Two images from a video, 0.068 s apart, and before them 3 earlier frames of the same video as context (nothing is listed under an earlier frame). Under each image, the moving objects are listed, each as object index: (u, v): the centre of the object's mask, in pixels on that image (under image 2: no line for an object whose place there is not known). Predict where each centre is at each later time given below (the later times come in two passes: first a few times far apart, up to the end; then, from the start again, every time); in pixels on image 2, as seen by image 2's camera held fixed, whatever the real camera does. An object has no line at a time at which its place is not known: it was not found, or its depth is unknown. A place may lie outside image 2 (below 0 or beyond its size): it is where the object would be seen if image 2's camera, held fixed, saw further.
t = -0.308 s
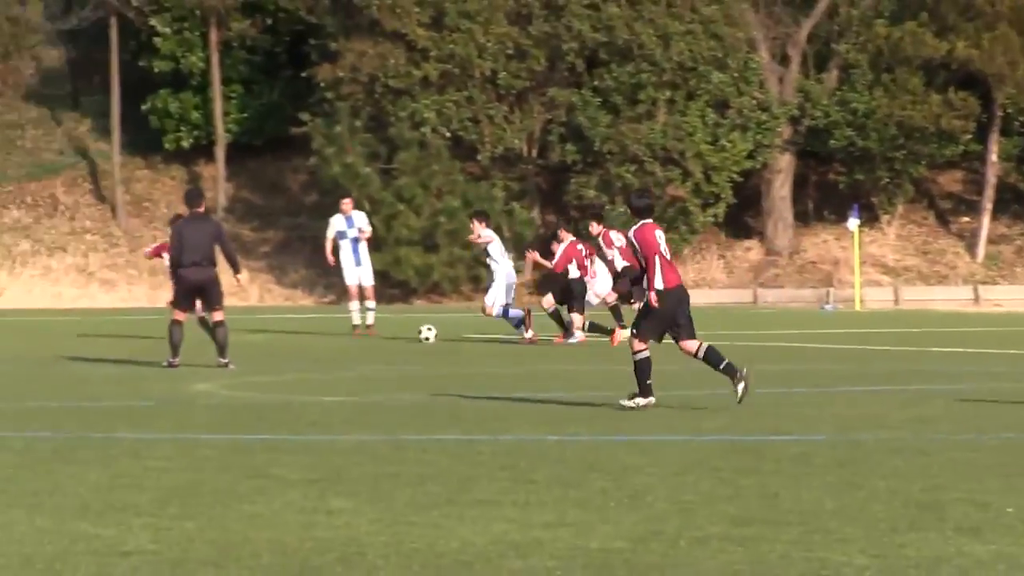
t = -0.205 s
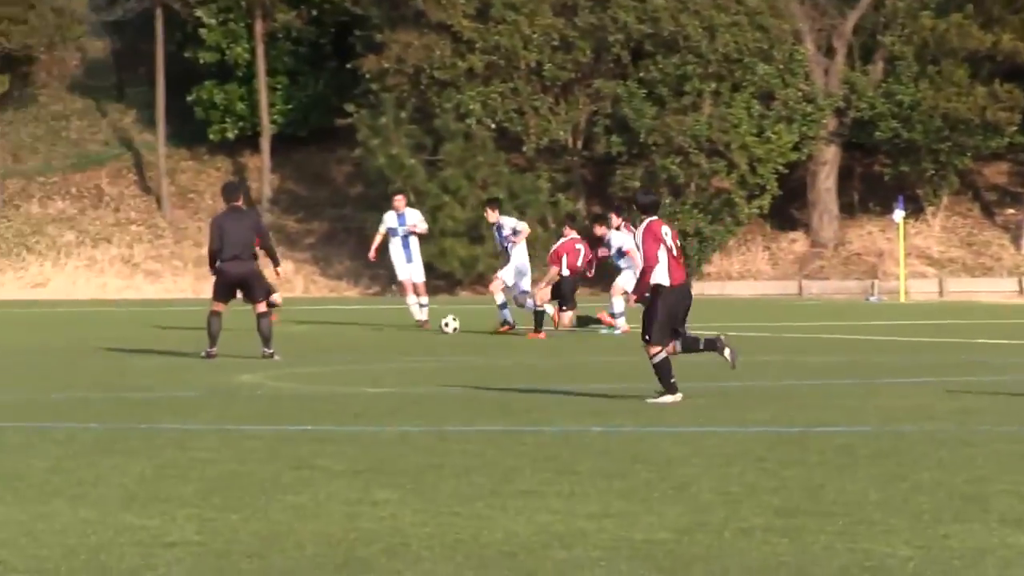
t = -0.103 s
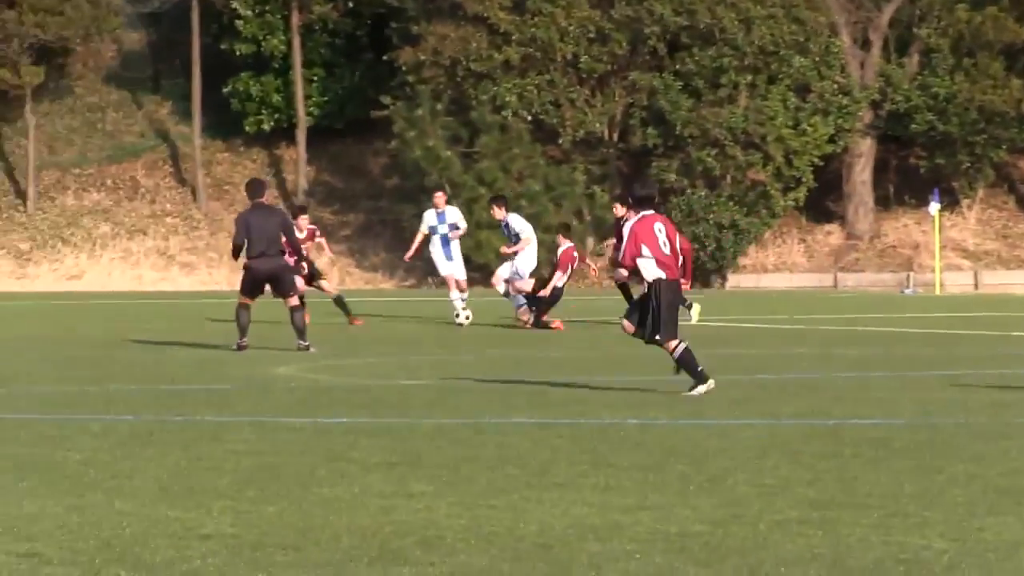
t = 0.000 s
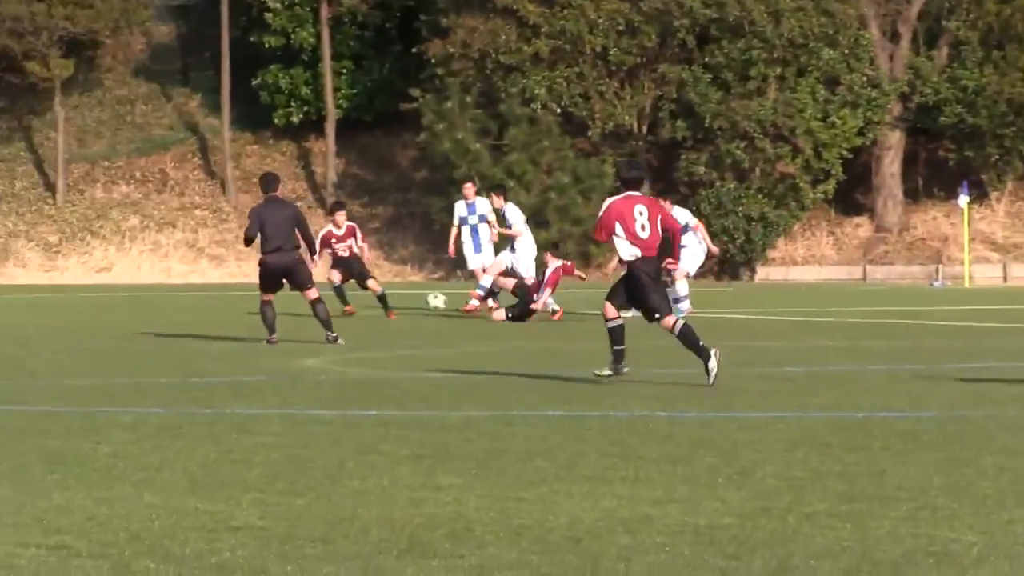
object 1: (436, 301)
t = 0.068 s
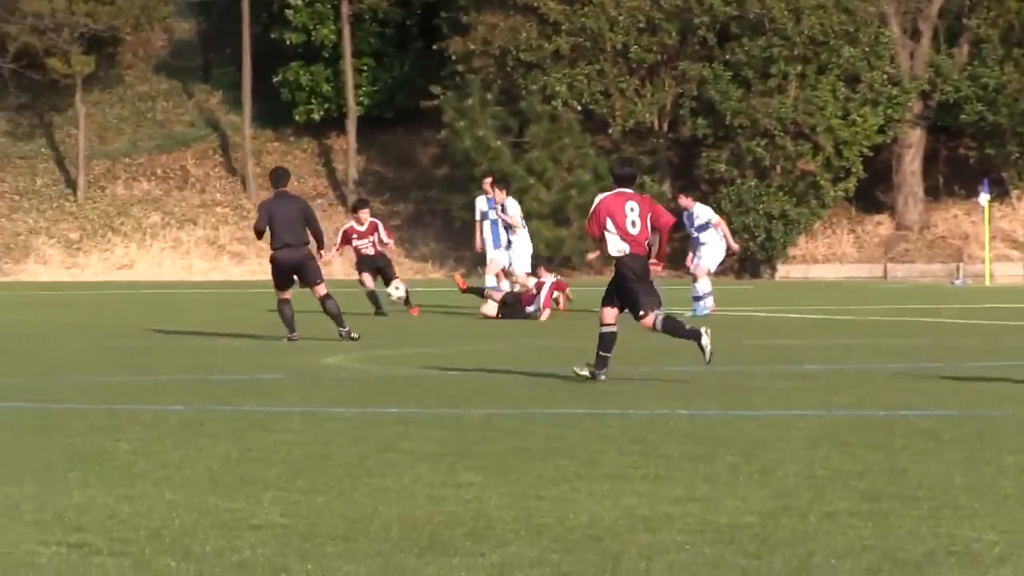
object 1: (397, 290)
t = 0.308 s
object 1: (183, 295)
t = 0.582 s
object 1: (-16, 298)
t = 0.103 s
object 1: (365, 291)
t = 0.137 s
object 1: (335, 290)
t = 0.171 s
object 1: (310, 287)
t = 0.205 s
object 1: (279, 287)
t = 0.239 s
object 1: (243, 290)
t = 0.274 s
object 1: (213, 292)
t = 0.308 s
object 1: (183, 295)
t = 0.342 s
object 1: (152, 299)
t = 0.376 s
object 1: (121, 305)
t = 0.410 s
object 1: (94, 307)
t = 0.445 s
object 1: (71, 303)
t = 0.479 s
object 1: (48, 300)
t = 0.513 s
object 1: (26, 299)
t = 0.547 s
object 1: (5, 298)
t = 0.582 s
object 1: (-16, 298)
